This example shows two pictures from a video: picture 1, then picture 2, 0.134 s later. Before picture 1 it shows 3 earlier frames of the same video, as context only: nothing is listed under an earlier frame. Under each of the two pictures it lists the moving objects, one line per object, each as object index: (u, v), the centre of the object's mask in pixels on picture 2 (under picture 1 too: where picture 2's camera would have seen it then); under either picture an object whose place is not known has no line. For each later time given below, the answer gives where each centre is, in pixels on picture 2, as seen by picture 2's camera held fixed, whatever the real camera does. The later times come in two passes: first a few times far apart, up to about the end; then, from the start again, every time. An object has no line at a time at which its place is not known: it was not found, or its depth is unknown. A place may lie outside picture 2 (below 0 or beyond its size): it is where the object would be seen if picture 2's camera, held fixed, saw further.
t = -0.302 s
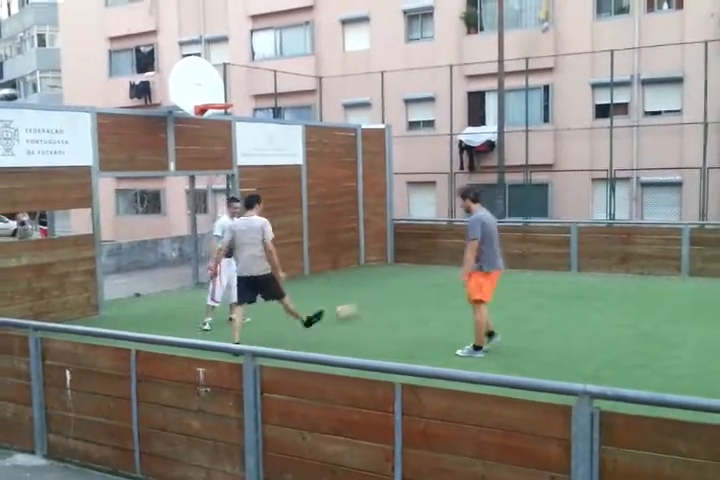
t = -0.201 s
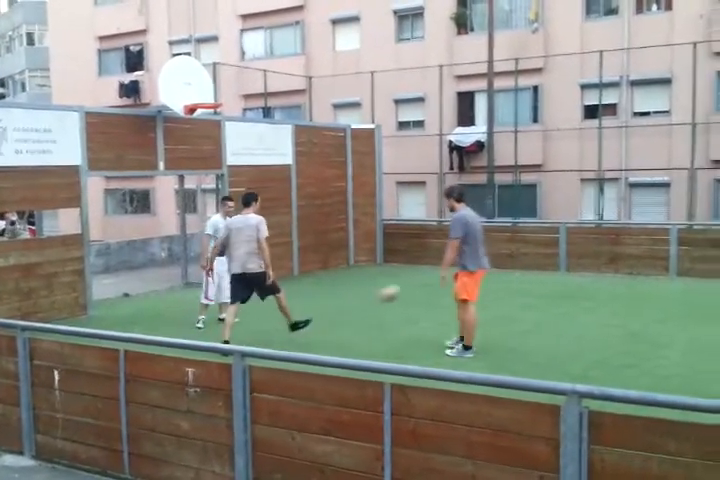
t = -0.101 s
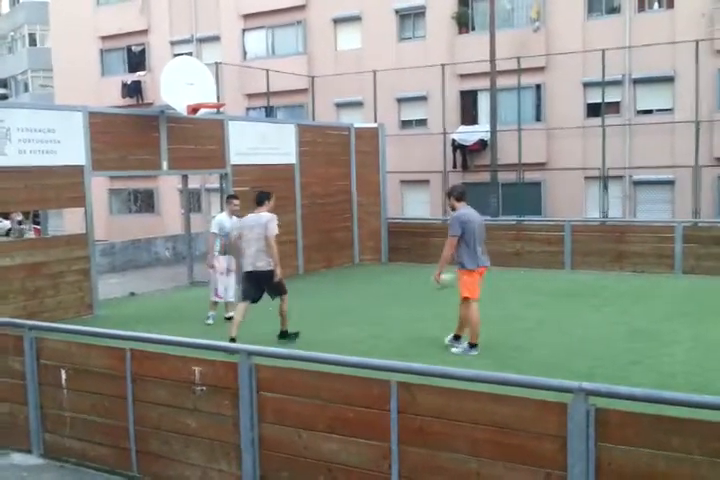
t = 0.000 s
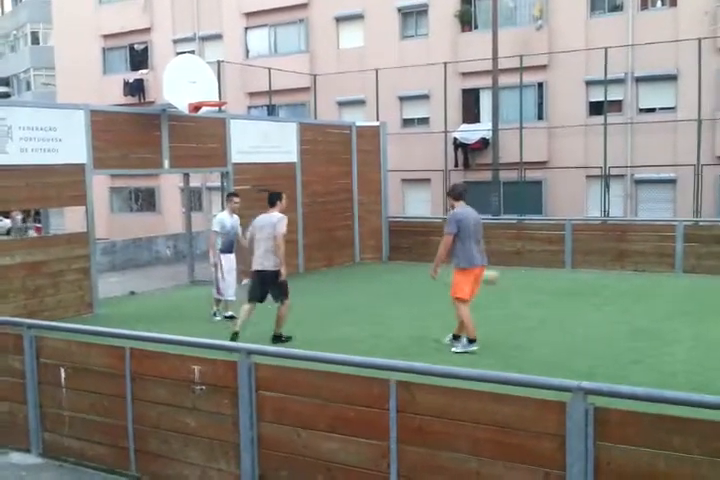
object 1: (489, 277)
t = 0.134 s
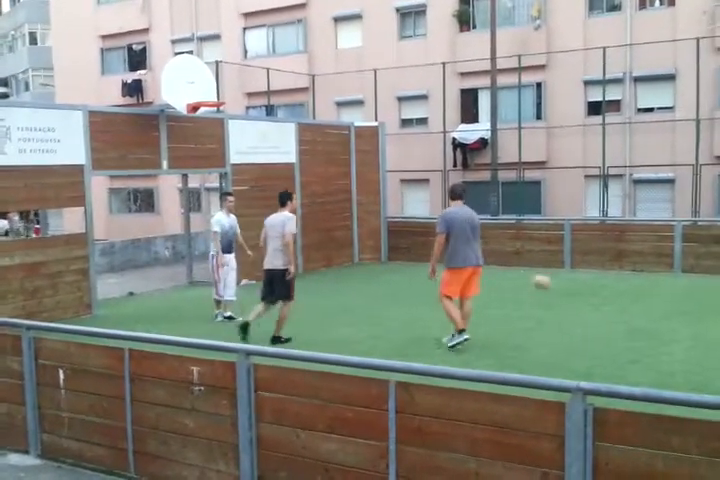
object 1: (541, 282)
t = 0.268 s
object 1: (579, 285)
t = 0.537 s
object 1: (634, 271)
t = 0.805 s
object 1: (680, 263)
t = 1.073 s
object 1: (711, 263)
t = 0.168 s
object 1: (555, 285)
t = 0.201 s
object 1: (568, 289)
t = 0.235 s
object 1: (575, 289)
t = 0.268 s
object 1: (579, 285)
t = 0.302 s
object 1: (589, 277)
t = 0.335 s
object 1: (598, 275)
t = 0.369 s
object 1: (604, 272)
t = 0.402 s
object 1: (611, 270)
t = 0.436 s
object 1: (616, 269)
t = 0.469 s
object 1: (623, 269)
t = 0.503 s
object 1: (629, 269)
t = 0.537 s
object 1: (634, 271)
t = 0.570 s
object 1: (641, 271)
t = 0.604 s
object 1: (646, 274)
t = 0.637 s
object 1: (652, 276)
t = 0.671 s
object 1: (660, 274)
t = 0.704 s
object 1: (665, 270)
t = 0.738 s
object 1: (670, 267)
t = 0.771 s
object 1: (675, 265)
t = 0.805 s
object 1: (680, 263)
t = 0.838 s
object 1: (686, 262)
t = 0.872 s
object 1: (692, 263)
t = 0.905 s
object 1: (696, 264)
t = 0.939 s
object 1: (700, 264)
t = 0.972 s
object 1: (704, 265)
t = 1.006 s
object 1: (708, 264)
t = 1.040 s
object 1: (710, 263)
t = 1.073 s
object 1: (711, 263)
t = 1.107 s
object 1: (711, 266)
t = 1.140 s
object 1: (712, 267)
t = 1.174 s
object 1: (714, 270)
